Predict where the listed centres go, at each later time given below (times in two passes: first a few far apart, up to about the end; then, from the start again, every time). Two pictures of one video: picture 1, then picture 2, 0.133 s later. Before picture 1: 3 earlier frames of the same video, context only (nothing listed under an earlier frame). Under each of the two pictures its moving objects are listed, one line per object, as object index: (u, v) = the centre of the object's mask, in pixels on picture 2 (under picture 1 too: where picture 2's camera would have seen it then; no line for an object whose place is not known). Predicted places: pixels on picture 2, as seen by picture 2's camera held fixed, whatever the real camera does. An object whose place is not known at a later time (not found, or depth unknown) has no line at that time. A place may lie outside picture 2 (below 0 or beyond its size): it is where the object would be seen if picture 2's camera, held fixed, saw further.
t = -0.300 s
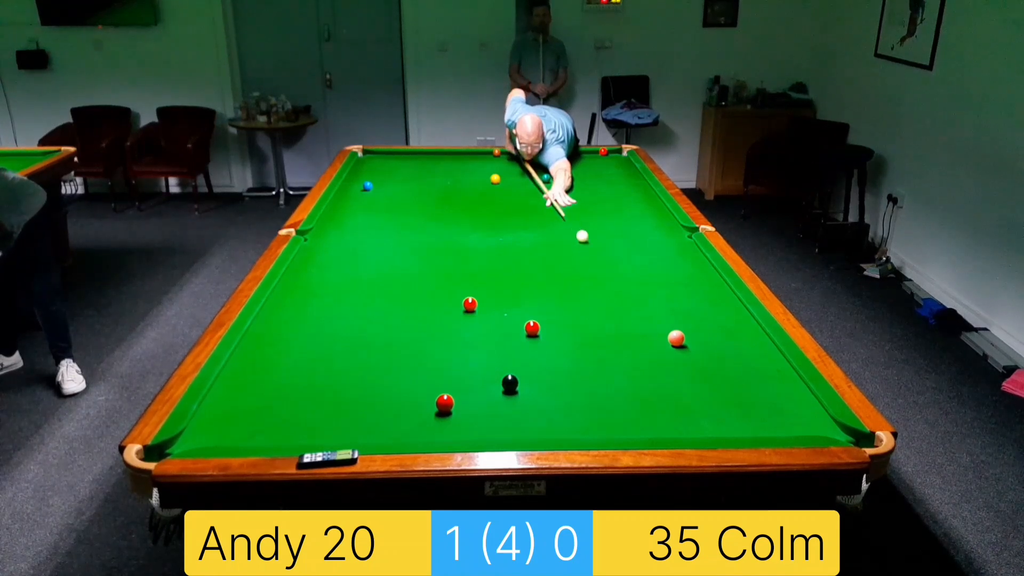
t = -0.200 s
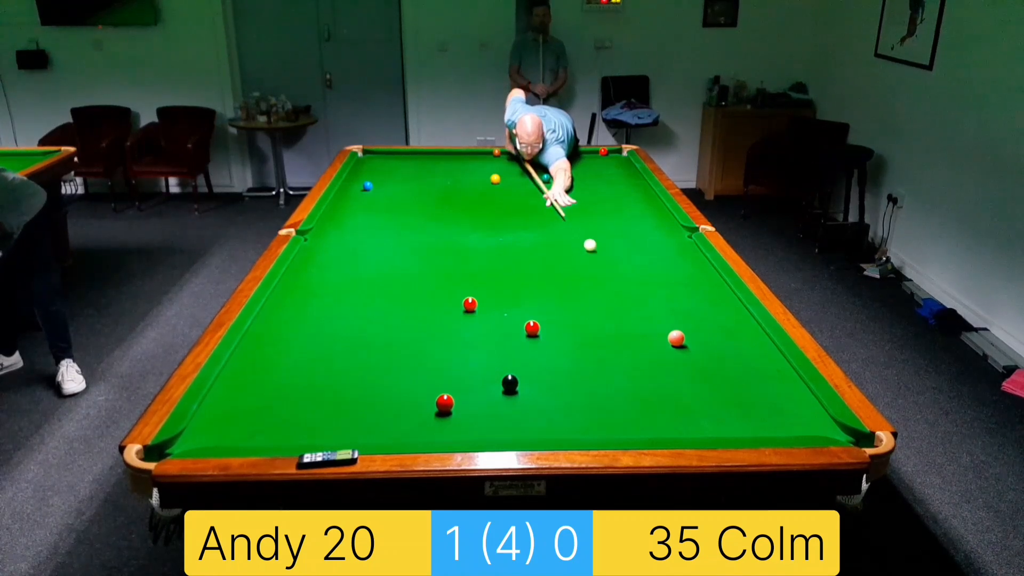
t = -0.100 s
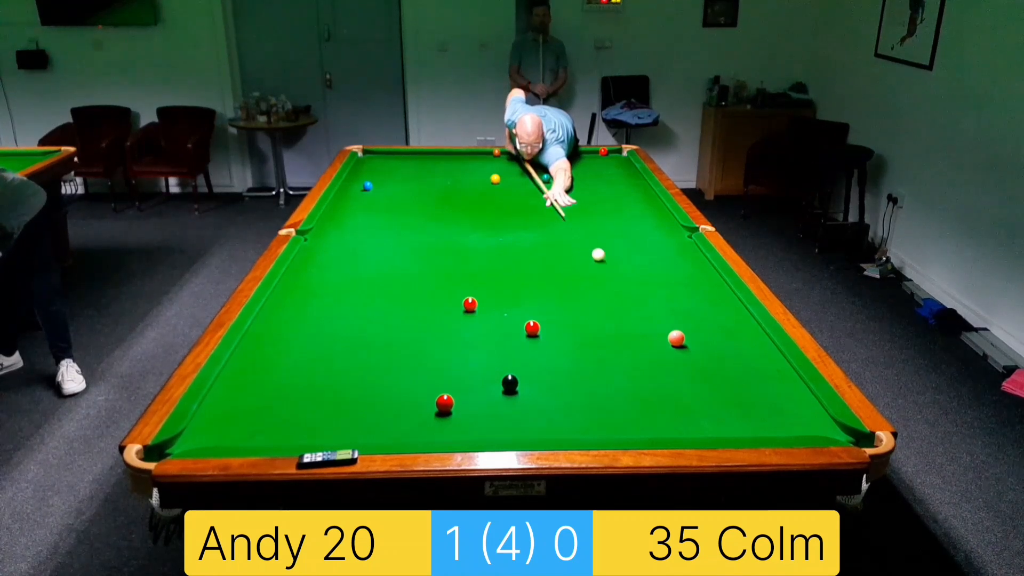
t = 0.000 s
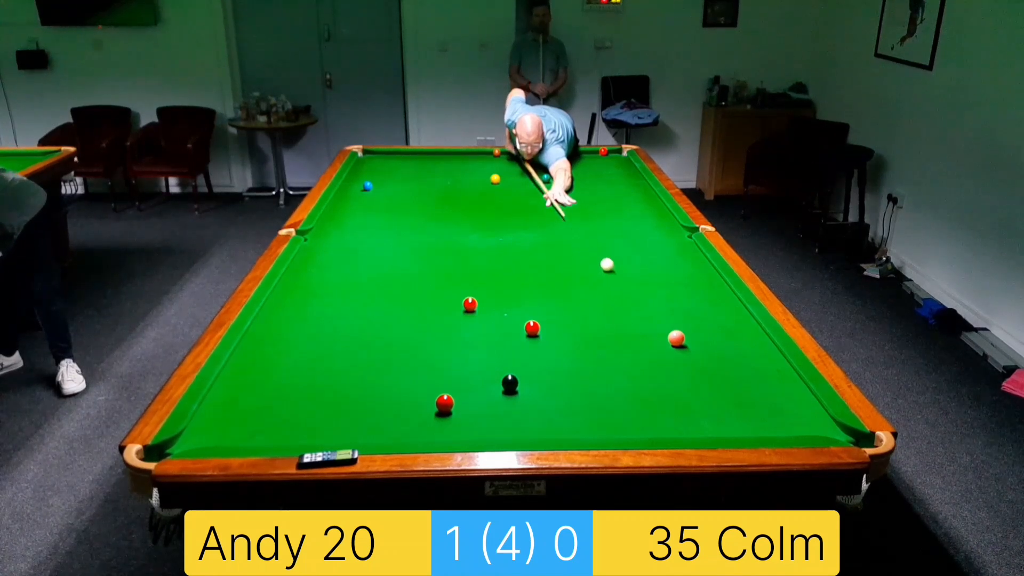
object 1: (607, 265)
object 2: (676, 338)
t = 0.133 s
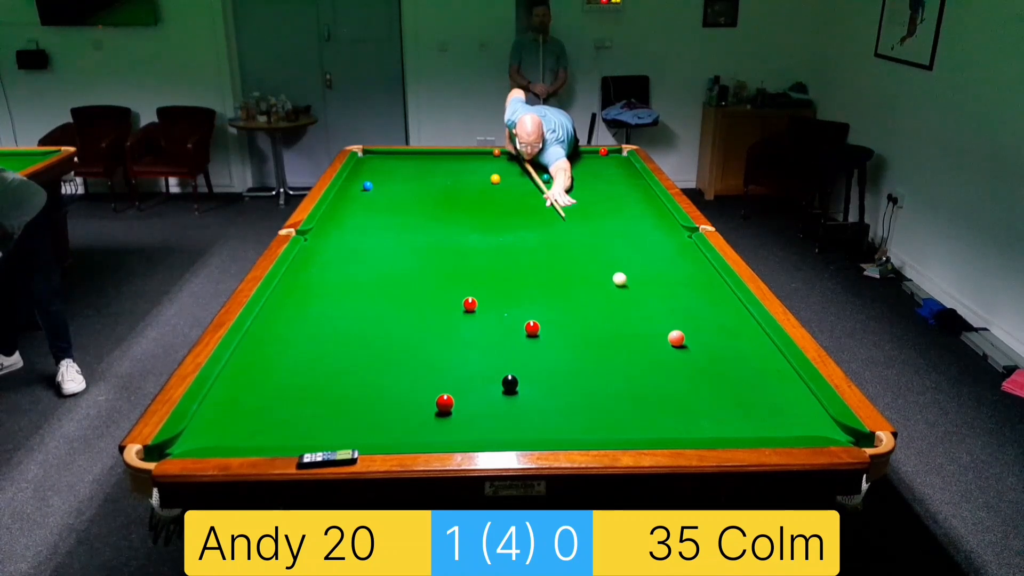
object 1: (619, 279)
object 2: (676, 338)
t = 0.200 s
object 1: (626, 286)
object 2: (677, 338)
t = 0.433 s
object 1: (652, 317)
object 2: (677, 338)
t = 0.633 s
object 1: (660, 335)
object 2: (695, 349)
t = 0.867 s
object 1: (652, 347)
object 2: (732, 371)
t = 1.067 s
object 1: (645, 357)
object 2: (764, 391)
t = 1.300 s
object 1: (637, 370)
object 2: (804, 416)
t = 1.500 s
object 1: (630, 380)
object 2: (841, 435)
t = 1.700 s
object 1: (623, 391)
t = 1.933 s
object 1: (615, 403)
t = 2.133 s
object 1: (608, 413)
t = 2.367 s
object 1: (600, 424)
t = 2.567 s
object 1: (593, 431)
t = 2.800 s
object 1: (584, 428)
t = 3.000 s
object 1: (577, 424)
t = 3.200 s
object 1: (572, 419)
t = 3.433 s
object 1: (566, 415)
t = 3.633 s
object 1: (562, 411)
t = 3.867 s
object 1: (559, 408)
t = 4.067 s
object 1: (556, 406)
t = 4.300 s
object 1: (554, 404)
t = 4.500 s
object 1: (554, 403)
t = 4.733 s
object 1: (553, 403)
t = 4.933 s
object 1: (553, 403)
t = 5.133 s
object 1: (553, 403)
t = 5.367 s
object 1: (553, 403)
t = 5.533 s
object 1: (553, 403)
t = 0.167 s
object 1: (623, 283)
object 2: (677, 338)
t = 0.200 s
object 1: (626, 286)
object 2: (677, 338)
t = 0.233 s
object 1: (630, 291)
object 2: (677, 338)
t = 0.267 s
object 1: (633, 295)
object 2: (677, 338)
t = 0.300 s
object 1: (637, 299)
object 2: (677, 338)
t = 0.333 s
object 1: (641, 303)
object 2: (677, 338)
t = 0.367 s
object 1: (644, 307)
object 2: (677, 338)
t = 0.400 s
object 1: (648, 312)
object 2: (677, 338)
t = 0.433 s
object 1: (652, 317)
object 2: (677, 338)
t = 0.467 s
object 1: (656, 321)
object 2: (677, 338)
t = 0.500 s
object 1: (661, 326)
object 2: (677, 338)
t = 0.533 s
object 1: (664, 330)
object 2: (677, 338)
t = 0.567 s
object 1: (664, 333)
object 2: (681, 341)
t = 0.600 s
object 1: (662, 334)
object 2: (688, 345)
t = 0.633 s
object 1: (660, 335)
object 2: (695, 349)
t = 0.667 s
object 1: (659, 337)
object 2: (700, 352)
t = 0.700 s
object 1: (658, 338)
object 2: (706, 356)
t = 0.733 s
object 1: (657, 340)
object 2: (711, 359)
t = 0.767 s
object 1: (656, 342)
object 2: (716, 362)
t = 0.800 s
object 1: (654, 344)
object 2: (722, 365)
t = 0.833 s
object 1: (653, 345)
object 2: (727, 368)
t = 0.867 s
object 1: (652, 347)
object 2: (732, 371)
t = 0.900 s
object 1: (651, 349)
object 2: (737, 375)
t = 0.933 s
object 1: (650, 350)
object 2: (742, 378)
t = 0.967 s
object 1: (649, 352)
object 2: (748, 381)
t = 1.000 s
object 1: (648, 354)
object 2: (753, 384)
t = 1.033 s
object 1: (647, 356)
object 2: (759, 388)
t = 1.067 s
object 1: (645, 357)
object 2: (764, 391)
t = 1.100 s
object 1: (644, 359)
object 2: (770, 395)
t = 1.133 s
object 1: (643, 361)
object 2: (776, 398)
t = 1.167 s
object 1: (642, 363)
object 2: (781, 401)
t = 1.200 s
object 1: (641, 364)
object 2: (787, 405)
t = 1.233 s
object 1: (640, 366)
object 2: (793, 408)
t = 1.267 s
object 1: (638, 368)
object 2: (798, 412)
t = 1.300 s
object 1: (637, 370)
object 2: (804, 416)
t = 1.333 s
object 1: (636, 371)
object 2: (810, 419)
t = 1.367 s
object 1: (635, 373)
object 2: (816, 423)
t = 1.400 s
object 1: (634, 375)
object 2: (822, 426)
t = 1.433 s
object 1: (633, 377)
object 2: (828, 429)
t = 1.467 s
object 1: (631, 378)
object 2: (835, 432)
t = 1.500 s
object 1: (630, 380)
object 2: (841, 435)
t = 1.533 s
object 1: (629, 382)
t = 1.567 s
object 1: (628, 384)
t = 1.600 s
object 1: (627, 385)
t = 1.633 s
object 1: (626, 387)
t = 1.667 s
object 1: (624, 389)
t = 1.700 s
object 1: (623, 391)
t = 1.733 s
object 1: (622, 392)
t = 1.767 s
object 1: (621, 394)
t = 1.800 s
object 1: (620, 396)
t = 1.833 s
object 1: (619, 398)
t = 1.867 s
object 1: (618, 399)
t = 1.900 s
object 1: (616, 401)
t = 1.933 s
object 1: (615, 403)
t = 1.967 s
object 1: (614, 404)
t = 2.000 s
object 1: (613, 406)
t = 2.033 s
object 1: (612, 408)
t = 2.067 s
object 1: (610, 409)
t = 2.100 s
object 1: (609, 411)
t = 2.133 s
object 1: (608, 413)
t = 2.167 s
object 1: (607, 415)
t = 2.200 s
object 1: (606, 416)
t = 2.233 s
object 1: (604, 418)
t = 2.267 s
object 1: (603, 420)
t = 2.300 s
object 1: (602, 421)
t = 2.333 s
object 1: (601, 423)
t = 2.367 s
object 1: (600, 424)
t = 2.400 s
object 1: (599, 426)
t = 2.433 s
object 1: (597, 427)
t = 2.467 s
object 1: (596, 428)
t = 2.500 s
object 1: (595, 429)
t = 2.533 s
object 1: (594, 430)
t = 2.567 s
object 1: (593, 431)
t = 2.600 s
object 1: (591, 431)
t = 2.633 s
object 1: (590, 431)
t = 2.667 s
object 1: (589, 430)
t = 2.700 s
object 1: (588, 430)
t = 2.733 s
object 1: (587, 429)
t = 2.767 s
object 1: (585, 429)
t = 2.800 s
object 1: (584, 428)
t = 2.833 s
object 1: (583, 427)
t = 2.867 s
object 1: (582, 427)
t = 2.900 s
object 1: (581, 427)
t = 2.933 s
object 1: (580, 426)
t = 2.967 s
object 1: (579, 425)
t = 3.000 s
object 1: (577, 424)
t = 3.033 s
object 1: (576, 422)
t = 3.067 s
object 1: (576, 422)
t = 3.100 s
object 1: (575, 421)
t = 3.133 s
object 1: (574, 421)
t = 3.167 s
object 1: (573, 420)
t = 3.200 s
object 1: (572, 419)
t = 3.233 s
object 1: (571, 418)
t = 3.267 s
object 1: (570, 418)
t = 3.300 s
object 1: (569, 417)
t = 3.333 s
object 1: (568, 416)
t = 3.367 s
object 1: (568, 416)
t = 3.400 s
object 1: (567, 415)
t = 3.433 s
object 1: (566, 415)
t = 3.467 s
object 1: (565, 414)
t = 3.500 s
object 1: (565, 413)
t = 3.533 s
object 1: (564, 413)
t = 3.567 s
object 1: (563, 412)
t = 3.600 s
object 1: (563, 412)
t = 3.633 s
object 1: (562, 411)
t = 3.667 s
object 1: (562, 411)
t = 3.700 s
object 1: (561, 410)
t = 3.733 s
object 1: (561, 410)
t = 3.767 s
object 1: (560, 409)
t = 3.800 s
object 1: (560, 409)
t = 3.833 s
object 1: (559, 409)
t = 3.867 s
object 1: (559, 408)
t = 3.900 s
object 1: (558, 408)
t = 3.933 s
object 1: (558, 407)
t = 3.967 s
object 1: (557, 407)
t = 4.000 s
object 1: (557, 407)
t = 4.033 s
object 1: (556, 406)
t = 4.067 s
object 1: (556, 406)
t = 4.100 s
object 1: (556, 406)
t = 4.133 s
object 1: (555, 405)
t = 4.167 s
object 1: (555, 405)
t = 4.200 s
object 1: (555, 405)
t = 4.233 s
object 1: (555, 405)
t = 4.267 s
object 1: (555, 405)
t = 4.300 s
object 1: (554, 404)
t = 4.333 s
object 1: (554, 404)
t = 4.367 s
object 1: (554, 404)
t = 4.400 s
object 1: (554, 404)
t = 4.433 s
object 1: (554, 404)
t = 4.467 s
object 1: (554, 403)
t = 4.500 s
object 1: (554, 403)
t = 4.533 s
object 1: (554, 403)
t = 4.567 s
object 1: (553, 403)
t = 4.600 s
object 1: (553, 403)
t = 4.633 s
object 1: (553, 403)
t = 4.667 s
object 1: (553, 403)
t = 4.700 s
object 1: (553, 403)
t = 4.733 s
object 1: (553, 403)
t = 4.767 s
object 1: (553, 403)
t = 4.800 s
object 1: (553, 403)
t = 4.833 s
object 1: (553, 403)
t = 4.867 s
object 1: (553, 403)
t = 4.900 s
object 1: (553, 403)
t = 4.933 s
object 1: (553, 403)
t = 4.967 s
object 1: (553, 403)
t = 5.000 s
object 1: (553, 403)
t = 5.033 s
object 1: (553, 403)
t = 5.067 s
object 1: (553, 403)
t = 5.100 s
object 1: (553, 403)
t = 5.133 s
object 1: (553, 403)
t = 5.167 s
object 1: (553, 403)
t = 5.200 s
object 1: (553, 403)
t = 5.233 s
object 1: (553, 403)
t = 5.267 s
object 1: (553, 403)
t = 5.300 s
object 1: (553, 403)
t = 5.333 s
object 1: (553, 403)
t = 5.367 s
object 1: (553, 403)
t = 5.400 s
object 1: (553, 403)
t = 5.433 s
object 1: (553, 403)
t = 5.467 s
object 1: (553, 403)
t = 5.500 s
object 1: (553, 403)
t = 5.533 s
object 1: (553, 403)
